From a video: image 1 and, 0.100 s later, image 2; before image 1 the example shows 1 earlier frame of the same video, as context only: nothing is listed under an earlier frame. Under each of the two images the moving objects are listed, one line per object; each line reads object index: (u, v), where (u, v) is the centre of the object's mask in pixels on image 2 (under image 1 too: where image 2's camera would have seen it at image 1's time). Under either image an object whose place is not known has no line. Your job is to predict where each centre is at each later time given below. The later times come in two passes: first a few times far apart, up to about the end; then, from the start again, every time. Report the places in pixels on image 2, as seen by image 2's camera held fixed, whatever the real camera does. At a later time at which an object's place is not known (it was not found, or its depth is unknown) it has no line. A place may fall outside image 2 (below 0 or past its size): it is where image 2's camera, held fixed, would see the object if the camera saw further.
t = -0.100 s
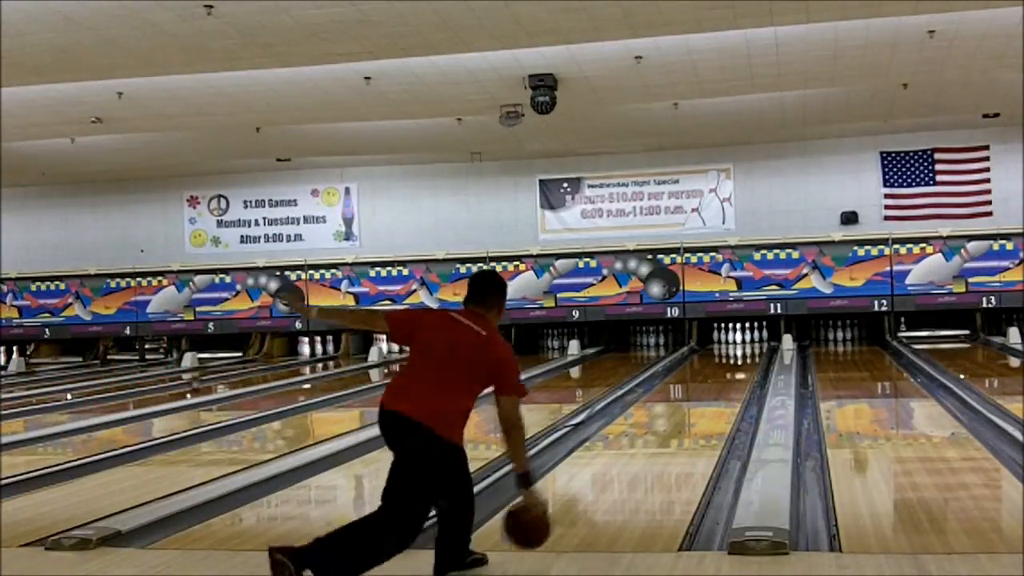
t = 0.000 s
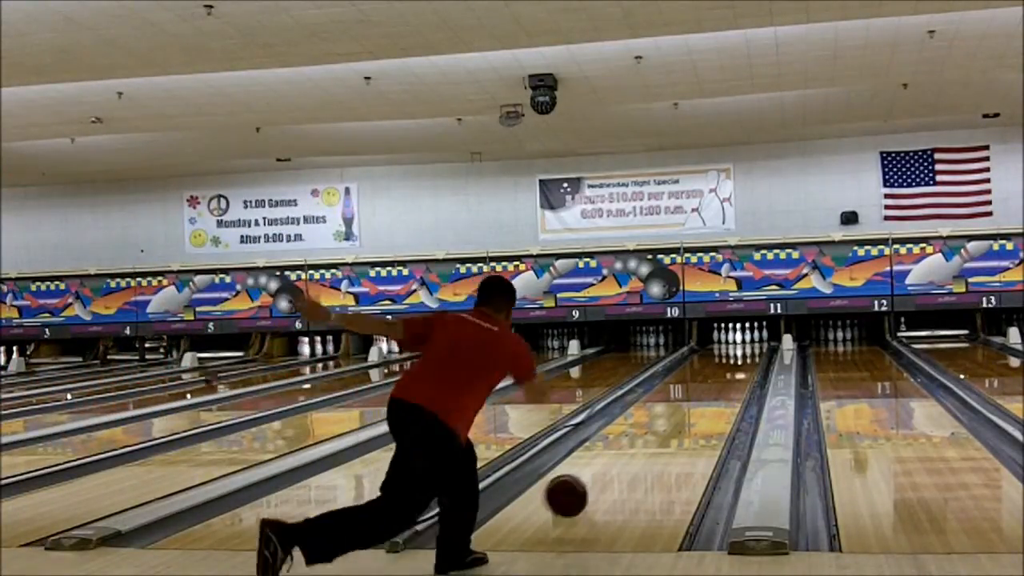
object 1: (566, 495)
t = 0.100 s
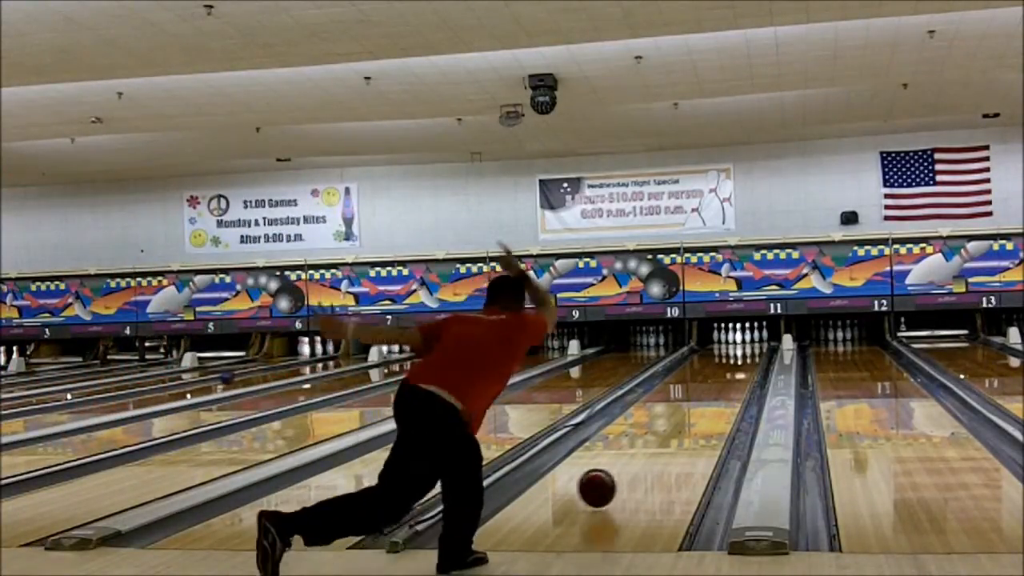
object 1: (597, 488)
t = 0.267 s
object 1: (635, 458)
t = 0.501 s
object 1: (671, 426)
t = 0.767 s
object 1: (700, 402)
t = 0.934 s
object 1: (713, 390)
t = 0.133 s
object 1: (606, 483)
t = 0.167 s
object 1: (614, 476)
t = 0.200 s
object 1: (621, 470)
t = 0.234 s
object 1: (628, 464)
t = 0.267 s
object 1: (635, 458)
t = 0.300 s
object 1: (641, 452)
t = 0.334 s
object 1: (647, 447)
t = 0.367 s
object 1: (652, 443)
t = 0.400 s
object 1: (657, 438)
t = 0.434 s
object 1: (662, 433)
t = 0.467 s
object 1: (667, 430)
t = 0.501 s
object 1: (671, 426)
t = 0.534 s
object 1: (675, 422)
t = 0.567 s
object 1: (679, 419)
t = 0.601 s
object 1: (683, 416)
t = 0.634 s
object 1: (687, 413)
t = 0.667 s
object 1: (690, 410)
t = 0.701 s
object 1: (694, 407)
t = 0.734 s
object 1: (697, 405)
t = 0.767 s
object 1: (700, 402)
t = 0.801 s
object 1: (703, 399)
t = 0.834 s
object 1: (705, 396)
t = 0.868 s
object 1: (708, 394)
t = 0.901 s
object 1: (711, 392)
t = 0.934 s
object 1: (713, 390)
